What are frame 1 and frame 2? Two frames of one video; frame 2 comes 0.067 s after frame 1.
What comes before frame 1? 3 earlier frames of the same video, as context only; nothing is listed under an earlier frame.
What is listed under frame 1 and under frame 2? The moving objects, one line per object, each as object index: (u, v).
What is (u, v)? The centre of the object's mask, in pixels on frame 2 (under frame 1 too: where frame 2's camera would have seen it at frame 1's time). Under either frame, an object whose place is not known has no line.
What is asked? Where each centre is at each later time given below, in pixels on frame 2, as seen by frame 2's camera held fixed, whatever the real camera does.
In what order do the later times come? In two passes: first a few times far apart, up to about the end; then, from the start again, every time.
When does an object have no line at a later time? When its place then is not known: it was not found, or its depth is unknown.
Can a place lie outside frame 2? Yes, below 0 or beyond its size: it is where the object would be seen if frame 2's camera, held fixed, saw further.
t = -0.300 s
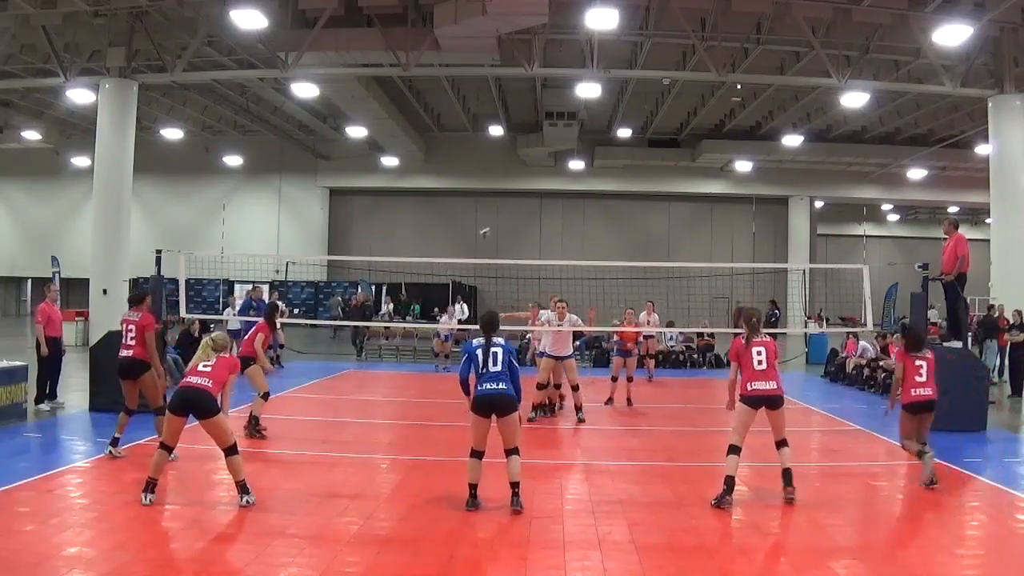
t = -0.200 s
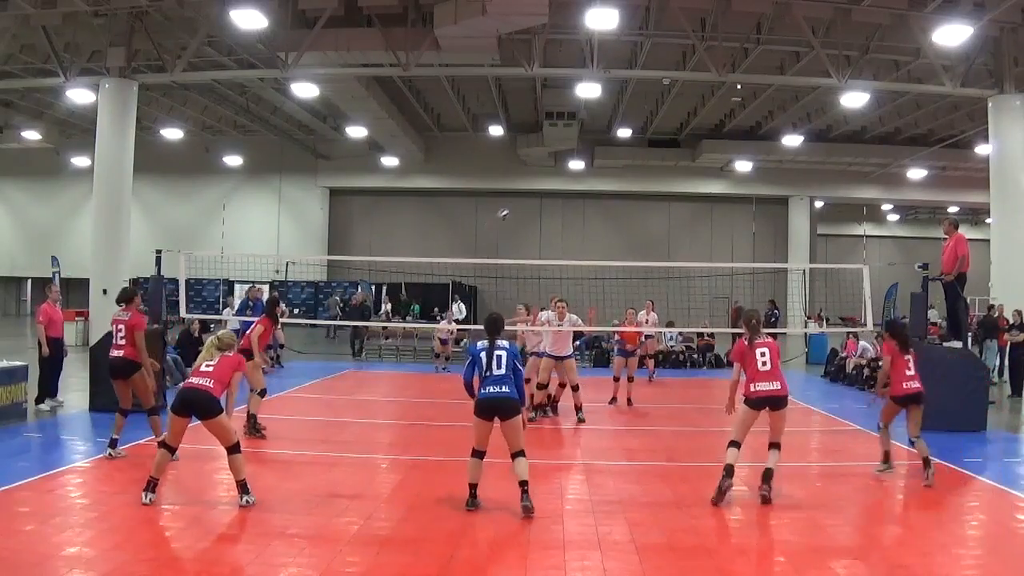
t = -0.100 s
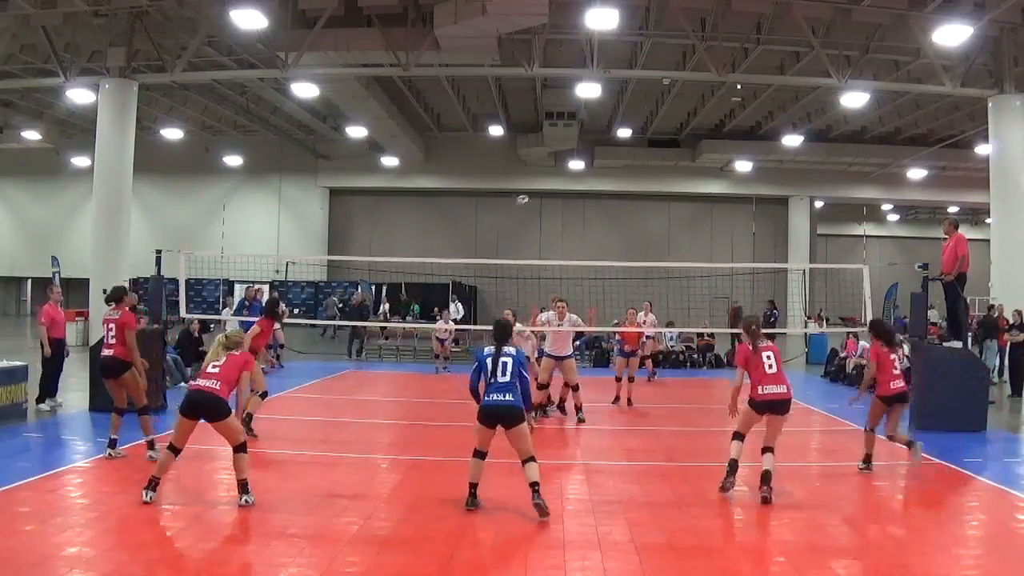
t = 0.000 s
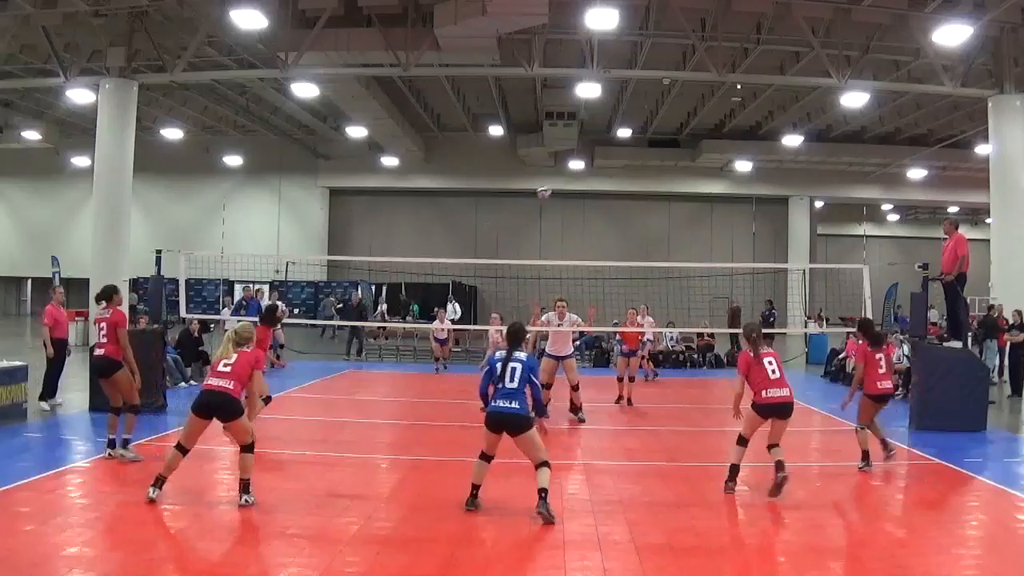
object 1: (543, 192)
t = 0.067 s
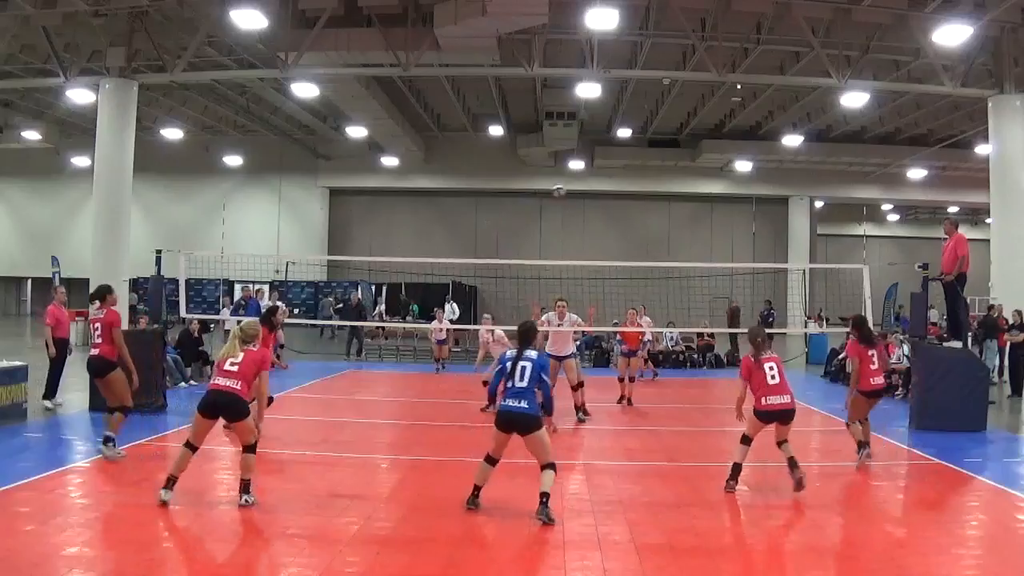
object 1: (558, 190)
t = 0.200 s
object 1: (592, 195)
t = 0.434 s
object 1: (665, 234)
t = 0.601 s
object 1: (727, 301)
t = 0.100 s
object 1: (567, 191)
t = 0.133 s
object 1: (575, 191)
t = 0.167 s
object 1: (583, 192)
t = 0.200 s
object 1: (592, 195)
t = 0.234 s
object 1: (601, 197)
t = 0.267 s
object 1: (610, 200)
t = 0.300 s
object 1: (620, 204)
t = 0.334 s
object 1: (631, 209)
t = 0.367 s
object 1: (642, 217)
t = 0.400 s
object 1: (653, 224)
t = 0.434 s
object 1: (665, 234)
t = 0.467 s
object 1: (676, 245)
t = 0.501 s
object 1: (688, 256)
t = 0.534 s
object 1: (698, 271)
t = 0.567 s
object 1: (713, 285)
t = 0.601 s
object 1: (727, 301)
